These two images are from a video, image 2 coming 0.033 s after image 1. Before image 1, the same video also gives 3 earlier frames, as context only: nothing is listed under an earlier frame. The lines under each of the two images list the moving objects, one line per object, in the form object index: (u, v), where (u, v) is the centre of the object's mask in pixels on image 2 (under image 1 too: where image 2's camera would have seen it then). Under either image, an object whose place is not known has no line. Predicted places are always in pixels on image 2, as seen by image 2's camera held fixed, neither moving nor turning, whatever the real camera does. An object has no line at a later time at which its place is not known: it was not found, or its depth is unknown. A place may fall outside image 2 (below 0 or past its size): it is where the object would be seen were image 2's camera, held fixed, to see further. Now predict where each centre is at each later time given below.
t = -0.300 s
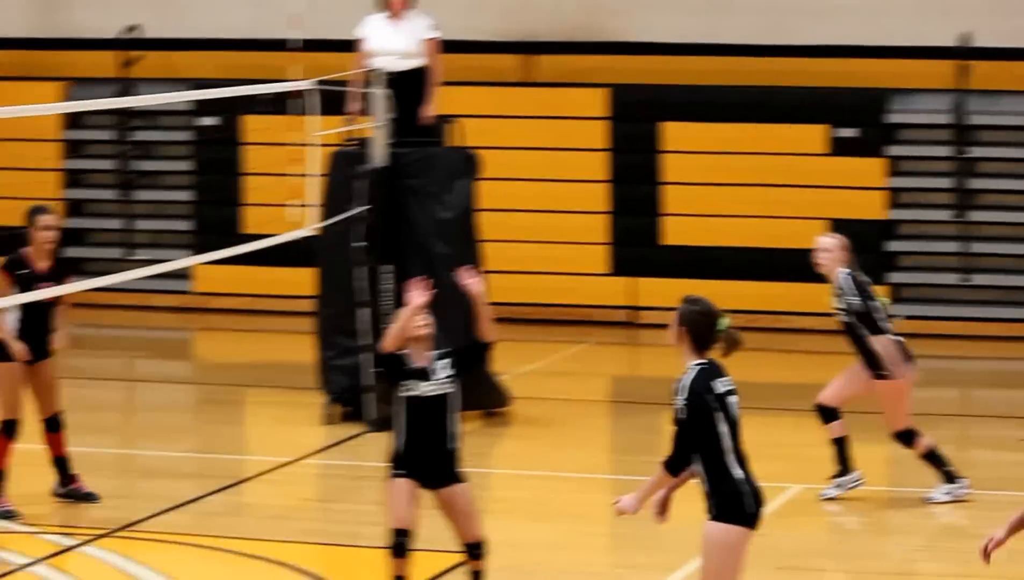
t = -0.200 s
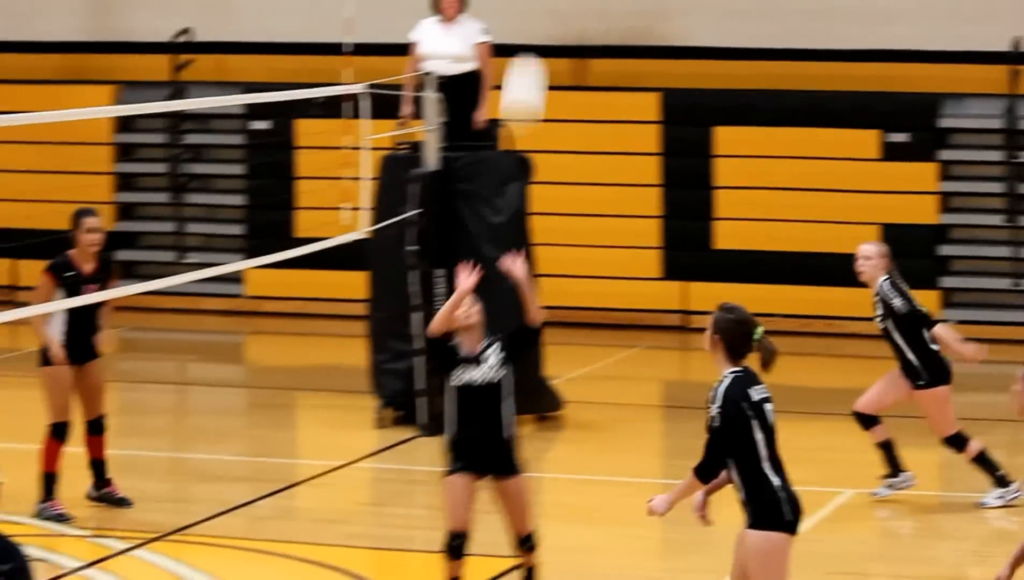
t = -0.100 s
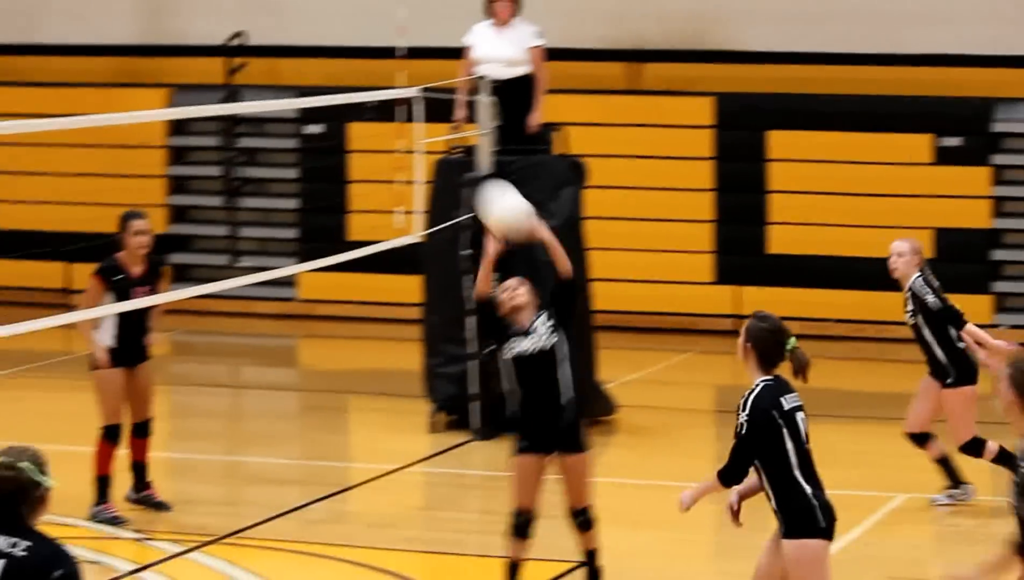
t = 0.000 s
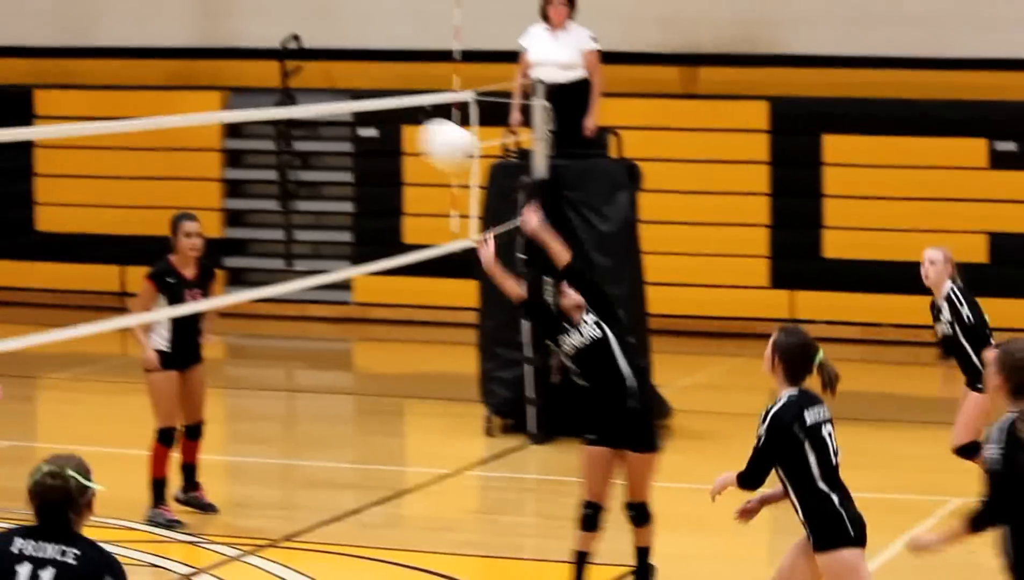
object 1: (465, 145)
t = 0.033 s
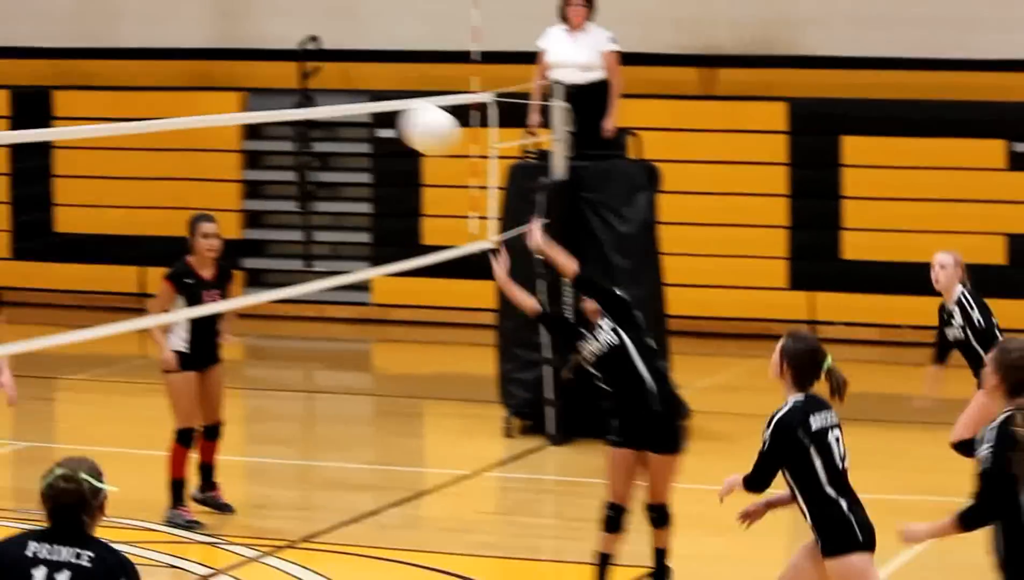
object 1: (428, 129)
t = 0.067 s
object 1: (392, 114)
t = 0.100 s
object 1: (352, 99)
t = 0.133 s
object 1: (314, 88)
